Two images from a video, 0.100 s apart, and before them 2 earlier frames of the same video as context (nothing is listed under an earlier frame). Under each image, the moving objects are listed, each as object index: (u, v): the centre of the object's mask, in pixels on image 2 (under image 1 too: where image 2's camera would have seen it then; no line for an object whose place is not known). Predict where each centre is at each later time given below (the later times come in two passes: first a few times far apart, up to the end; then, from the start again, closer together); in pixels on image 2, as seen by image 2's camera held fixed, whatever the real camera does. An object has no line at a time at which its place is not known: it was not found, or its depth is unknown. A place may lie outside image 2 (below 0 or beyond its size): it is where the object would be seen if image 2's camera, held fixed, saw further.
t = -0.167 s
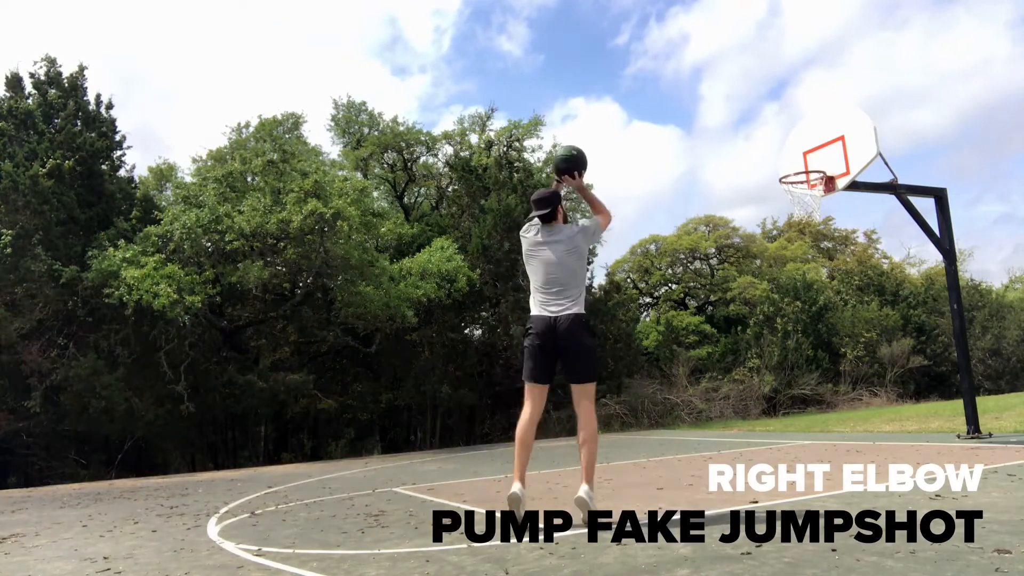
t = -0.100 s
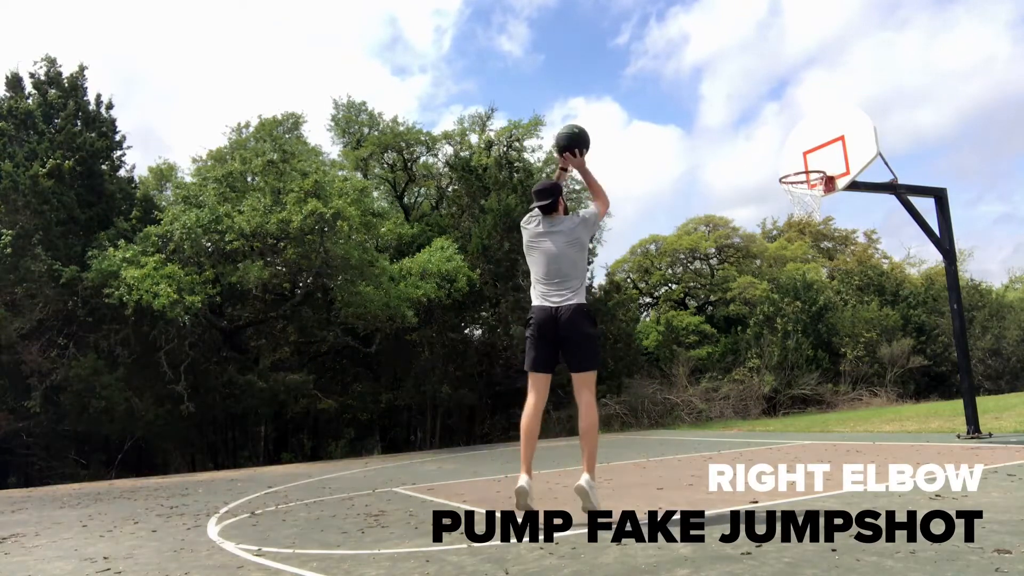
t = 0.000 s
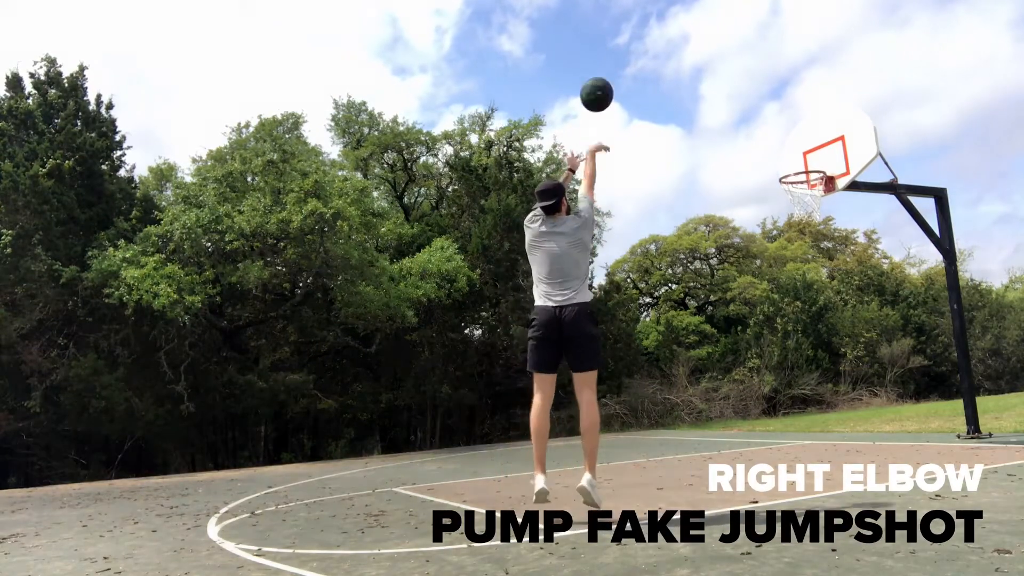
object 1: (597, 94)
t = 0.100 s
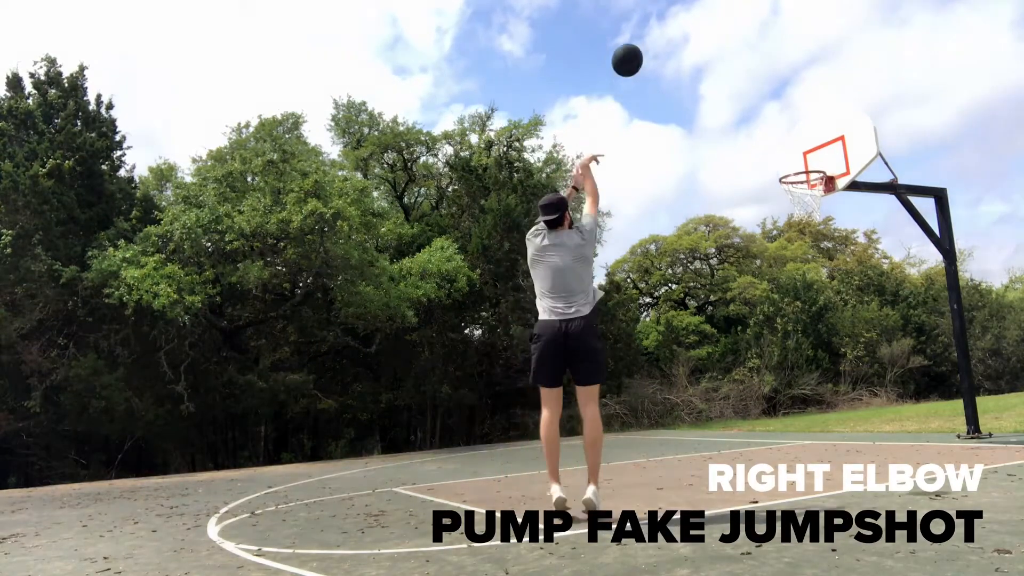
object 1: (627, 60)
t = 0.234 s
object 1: (663, 38)
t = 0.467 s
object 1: (718, 49)
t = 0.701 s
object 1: (766, 105)
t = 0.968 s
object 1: (807, 180)
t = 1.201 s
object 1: (800, 205)
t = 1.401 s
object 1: (815, 248)
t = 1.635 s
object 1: (837, 342)
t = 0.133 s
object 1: (637, 52)
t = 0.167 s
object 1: (646, 46)
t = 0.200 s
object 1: (655, 42)
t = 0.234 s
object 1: (663, 38)
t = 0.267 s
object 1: (672, 37)
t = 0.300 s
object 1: (680, 36)
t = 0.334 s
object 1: (688, 36)
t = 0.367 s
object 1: (696, 38)
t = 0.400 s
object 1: (703, 41)
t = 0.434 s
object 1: (711, 44)
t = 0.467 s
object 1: (718, 49)
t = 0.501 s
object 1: (725, 54)
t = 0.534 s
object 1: (732, 61)
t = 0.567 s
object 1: (739, 68)
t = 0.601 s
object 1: (746, 76)
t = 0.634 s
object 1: (753, 85)
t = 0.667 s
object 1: (759, 95)
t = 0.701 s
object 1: (766, 105)
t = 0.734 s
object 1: (772, 116)
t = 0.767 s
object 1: (779, 127)
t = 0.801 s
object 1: (786, 139)
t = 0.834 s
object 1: (792, 152)
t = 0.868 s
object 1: (798, 164)
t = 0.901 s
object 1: (802, 170)
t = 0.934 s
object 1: (806, 176)
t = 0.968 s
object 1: (807, 180)
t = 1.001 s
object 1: (802, 181)
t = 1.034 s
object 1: (797, 184)
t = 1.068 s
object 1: (793, 187)
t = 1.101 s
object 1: (794, 191)
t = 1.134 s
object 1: (796, 197)
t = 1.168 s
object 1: (797, 201)
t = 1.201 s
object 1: (800, 205)
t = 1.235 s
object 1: (802, 209)
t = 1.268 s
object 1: (804, 215)
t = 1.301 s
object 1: (807, 222)
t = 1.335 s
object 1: (809, 228)
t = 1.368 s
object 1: (812, 238)
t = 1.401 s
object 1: (815, 248)
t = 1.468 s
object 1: (821, 270)
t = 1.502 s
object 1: (824, 282)
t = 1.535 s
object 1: (826, 295)
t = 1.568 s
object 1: (830, 308)
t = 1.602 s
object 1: (834, 324)
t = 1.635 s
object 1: (837, 342)
